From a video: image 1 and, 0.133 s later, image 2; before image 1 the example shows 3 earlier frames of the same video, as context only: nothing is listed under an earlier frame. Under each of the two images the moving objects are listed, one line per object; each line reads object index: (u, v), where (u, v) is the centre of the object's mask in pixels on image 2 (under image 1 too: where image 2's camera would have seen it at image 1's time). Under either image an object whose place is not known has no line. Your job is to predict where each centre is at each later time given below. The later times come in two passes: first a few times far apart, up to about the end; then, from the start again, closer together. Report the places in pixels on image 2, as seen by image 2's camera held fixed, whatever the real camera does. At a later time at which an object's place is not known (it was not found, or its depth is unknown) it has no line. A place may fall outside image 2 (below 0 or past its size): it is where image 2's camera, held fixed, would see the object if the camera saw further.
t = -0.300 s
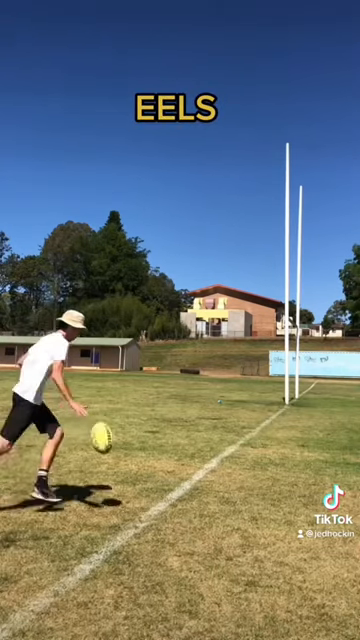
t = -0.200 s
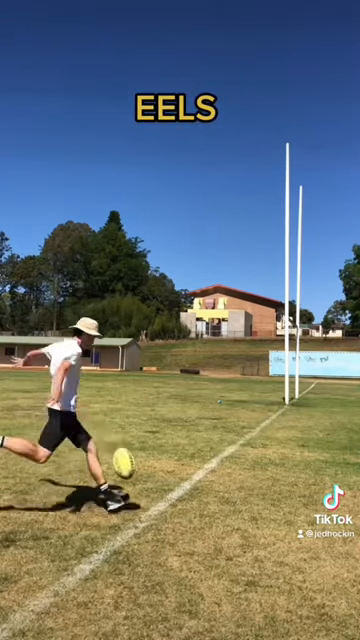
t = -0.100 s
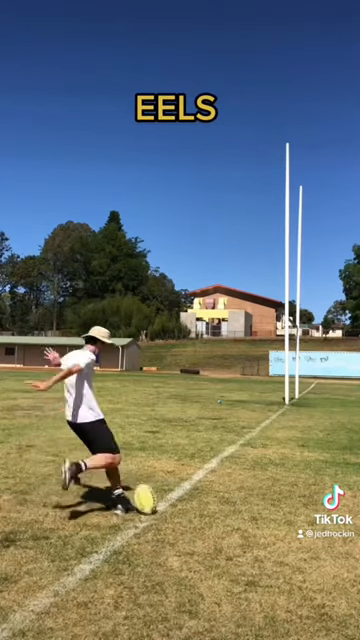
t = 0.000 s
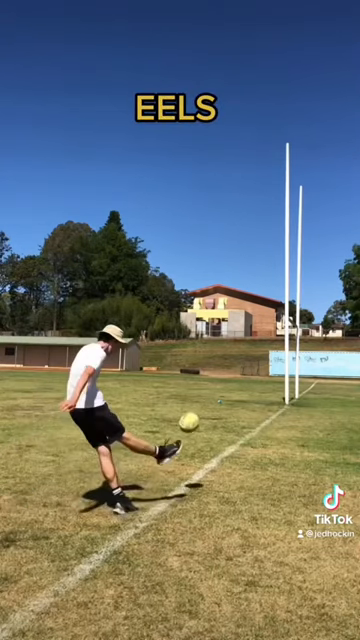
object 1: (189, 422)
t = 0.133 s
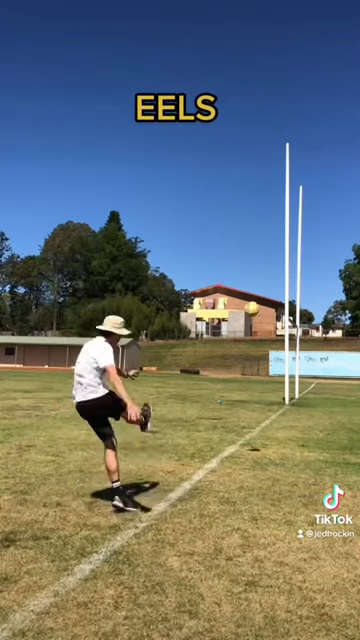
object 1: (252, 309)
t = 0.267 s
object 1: (282, 249)
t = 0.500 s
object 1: (303, 203)
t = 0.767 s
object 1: (308, 194)
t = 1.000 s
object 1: (304, 206)
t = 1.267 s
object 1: (295, 228)
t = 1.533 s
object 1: (290, 250)
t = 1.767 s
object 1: (282, 286)
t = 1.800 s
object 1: (282, 291)
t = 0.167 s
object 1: (262, 290)
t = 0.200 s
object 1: (269, 275)
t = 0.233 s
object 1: (276, 261)
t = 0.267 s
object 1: (282, 249)
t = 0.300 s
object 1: (286, 239)
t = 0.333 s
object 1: (291, 231)
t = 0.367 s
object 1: (294, 223)
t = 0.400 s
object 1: (296, 217)
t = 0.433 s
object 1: (299, 212)
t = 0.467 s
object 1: (301, 207)
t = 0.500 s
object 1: (303, 203)
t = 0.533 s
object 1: (305, 200)
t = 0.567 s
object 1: (306, 198)
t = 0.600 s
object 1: (307, 196)
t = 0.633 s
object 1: (307, 195)
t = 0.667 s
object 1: (308, 194)
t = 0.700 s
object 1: (307, 194)
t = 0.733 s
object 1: (308, 194)
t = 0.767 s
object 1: (308, 194)
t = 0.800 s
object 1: (307, 196)
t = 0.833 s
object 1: (307, 197)
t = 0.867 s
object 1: (307, 198)
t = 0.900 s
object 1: (306, 200)
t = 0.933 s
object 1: (305, 202)
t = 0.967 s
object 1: (305, 204)
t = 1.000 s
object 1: (304, 206)
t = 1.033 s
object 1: (303, 209)
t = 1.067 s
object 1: (302, 211)
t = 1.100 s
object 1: (301, 214)
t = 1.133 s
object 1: (300, 216)
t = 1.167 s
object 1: (299, 220)
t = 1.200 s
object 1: (298, 222)
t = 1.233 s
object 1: (296, 225)
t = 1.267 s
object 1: (295, 228)
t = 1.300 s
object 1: (294, 232)
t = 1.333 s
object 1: (293, 235)
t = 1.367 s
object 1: (293, 239)
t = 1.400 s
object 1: (292, 242)
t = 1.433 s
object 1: (290, 245)
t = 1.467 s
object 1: (290, 249)
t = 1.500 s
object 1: (290, 252)
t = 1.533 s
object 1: (290, 250)
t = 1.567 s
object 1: (290, 250)
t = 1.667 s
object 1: (283, 273)
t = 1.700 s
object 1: (283, 277)
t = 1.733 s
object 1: (282, 282)
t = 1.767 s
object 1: (282, 286)
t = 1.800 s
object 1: (282, 291)
